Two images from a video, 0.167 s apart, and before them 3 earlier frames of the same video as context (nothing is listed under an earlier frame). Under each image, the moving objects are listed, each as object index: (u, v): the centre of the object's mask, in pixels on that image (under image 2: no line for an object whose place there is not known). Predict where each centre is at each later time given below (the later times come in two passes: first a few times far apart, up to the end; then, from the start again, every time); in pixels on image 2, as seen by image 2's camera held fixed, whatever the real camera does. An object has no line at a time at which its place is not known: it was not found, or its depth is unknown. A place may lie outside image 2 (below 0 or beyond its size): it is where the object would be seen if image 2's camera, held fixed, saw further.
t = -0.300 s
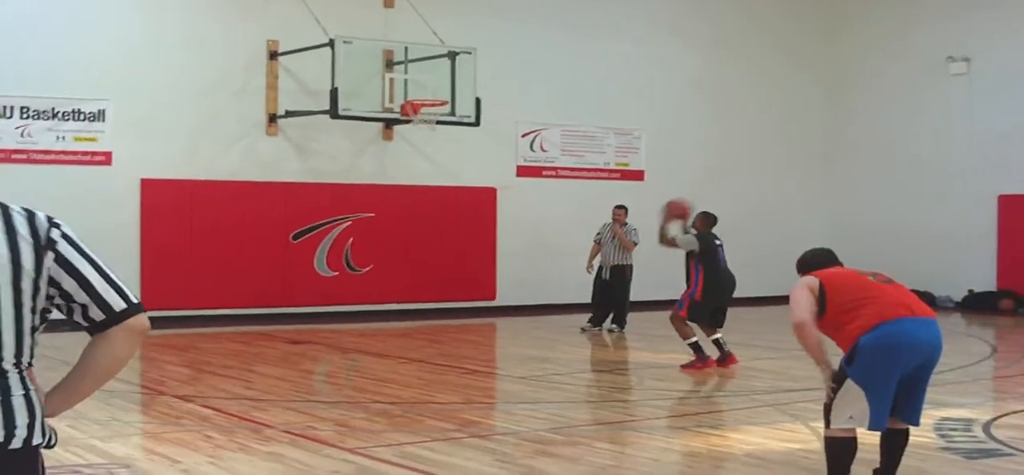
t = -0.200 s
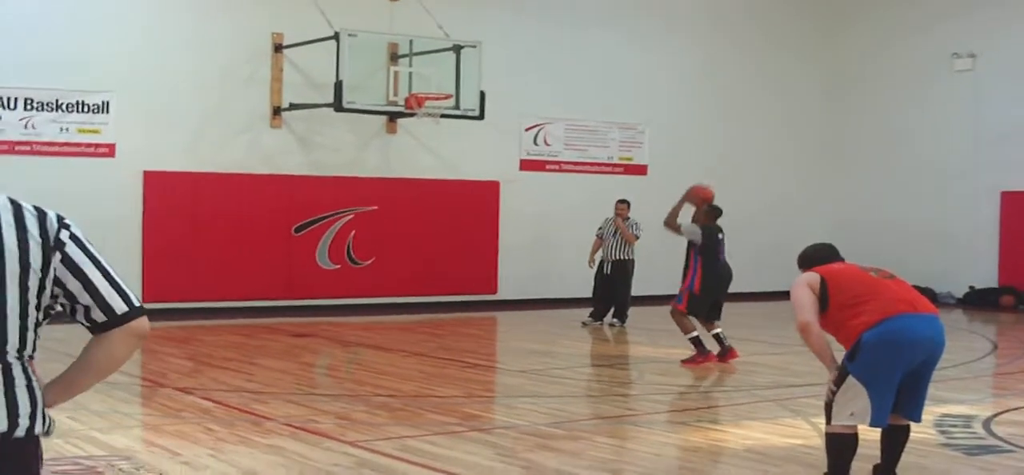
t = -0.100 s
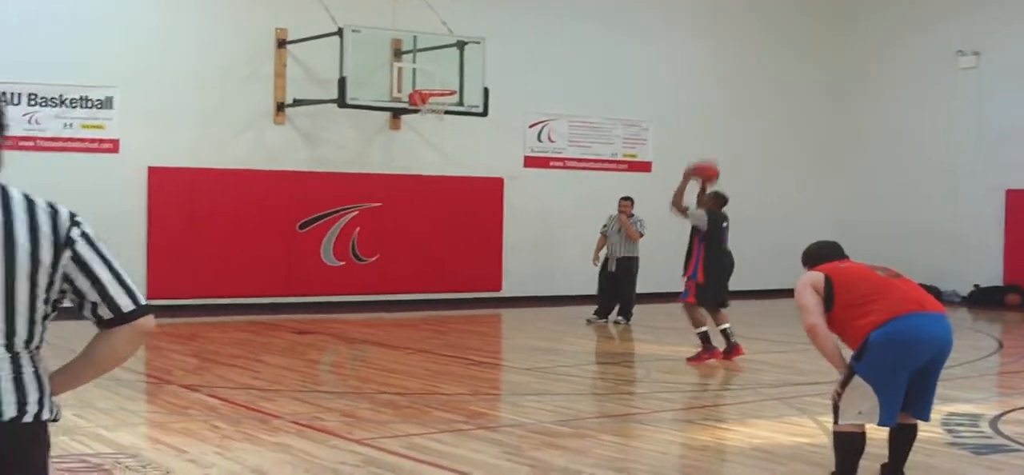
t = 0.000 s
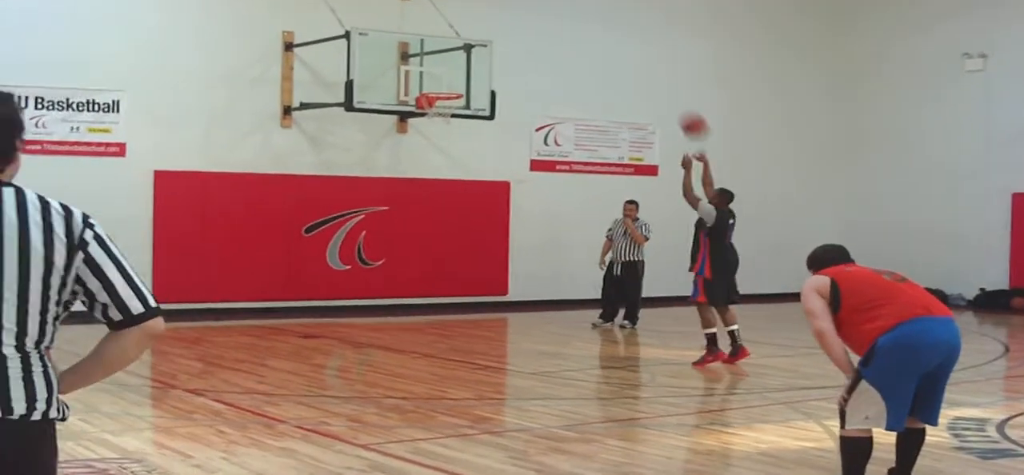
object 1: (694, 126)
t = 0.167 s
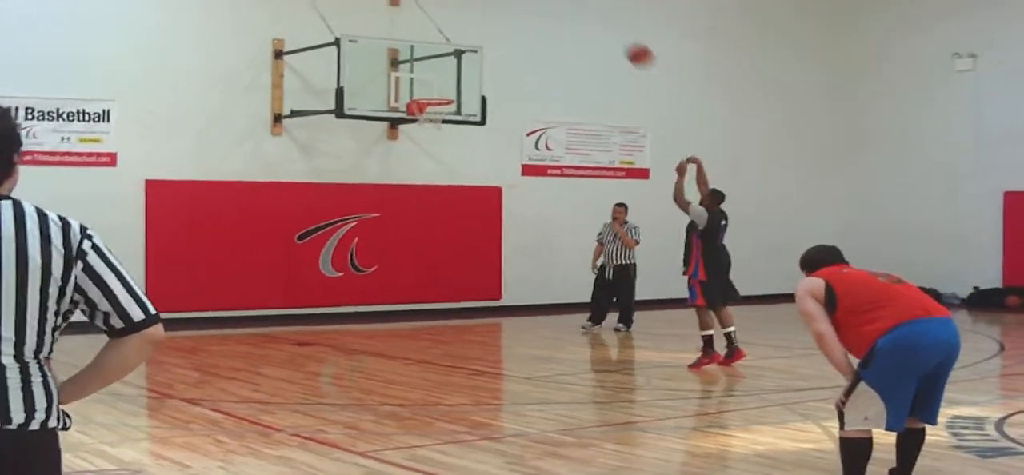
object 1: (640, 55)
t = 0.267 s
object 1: (612, 22)
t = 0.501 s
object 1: (555, -11)
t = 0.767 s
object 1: (498, 4)
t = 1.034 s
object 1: (446, 72)
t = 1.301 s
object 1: (415, 153)
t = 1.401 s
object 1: (409, 184)
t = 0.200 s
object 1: (630, 42)
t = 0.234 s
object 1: (621, 32)
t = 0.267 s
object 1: (612, 22)
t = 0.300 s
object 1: (605, 14)
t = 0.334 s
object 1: (595, 7)
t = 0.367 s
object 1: (586, 1)
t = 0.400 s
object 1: (577, -3)
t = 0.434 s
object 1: (569, -7)
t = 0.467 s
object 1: (562, -10)
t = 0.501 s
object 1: (555, -11)
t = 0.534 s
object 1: (547, -13)
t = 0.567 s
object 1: (541, -13)
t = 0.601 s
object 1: (534, -13)
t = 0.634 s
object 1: (527, -11)
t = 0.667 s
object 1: (519, -9)
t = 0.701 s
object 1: (512, -5)
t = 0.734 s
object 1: (505, -1)
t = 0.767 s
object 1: (498, 4)
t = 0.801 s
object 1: (492, 10)
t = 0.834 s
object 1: (485, 16)
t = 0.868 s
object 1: (479, 23)
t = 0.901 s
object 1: (472, 32)
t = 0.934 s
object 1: (467, 40)
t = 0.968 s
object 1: (459, 50)
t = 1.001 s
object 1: (453, 61)
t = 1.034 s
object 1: (446, 72)
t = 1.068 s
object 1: (441, 83)
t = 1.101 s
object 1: (435, 93)
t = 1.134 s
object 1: (429, 108)
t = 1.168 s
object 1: (423, 120)
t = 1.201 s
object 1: (422, 129)
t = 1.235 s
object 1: (420, 136)
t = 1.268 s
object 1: (418, 144)
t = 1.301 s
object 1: (415, 153)
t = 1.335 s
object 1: (413, 163)
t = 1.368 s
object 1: (410, 174)
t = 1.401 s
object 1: (409, 184)
